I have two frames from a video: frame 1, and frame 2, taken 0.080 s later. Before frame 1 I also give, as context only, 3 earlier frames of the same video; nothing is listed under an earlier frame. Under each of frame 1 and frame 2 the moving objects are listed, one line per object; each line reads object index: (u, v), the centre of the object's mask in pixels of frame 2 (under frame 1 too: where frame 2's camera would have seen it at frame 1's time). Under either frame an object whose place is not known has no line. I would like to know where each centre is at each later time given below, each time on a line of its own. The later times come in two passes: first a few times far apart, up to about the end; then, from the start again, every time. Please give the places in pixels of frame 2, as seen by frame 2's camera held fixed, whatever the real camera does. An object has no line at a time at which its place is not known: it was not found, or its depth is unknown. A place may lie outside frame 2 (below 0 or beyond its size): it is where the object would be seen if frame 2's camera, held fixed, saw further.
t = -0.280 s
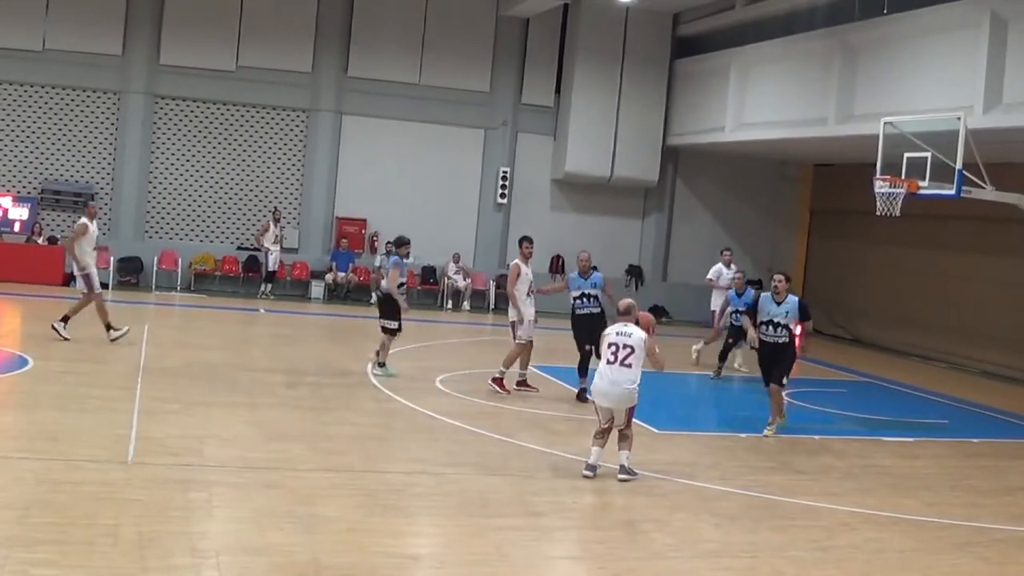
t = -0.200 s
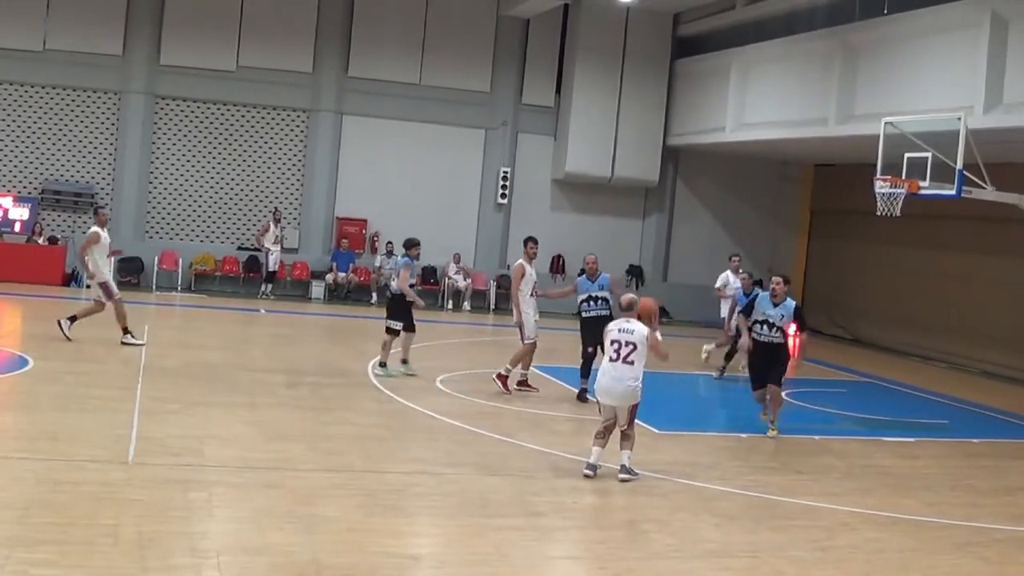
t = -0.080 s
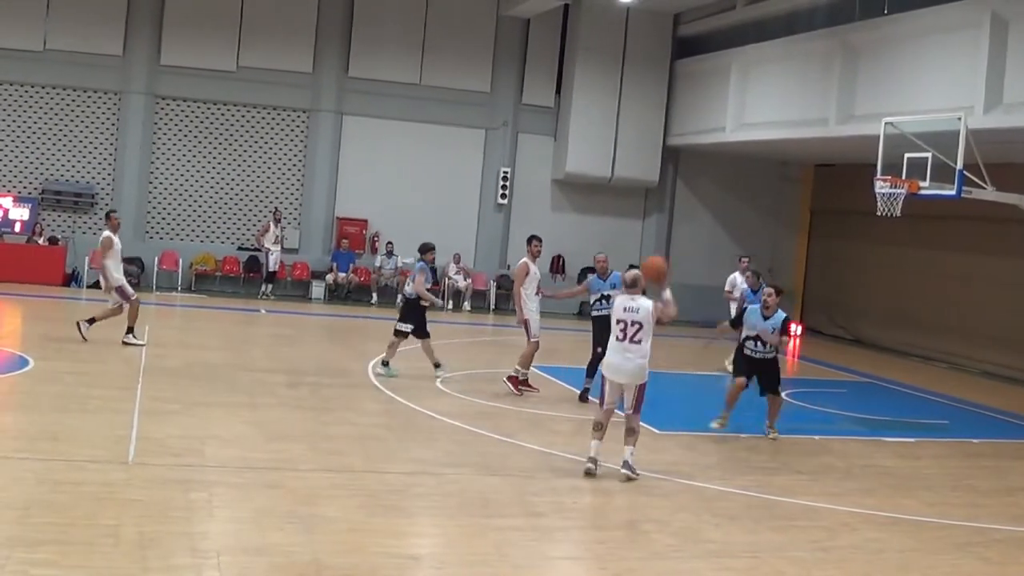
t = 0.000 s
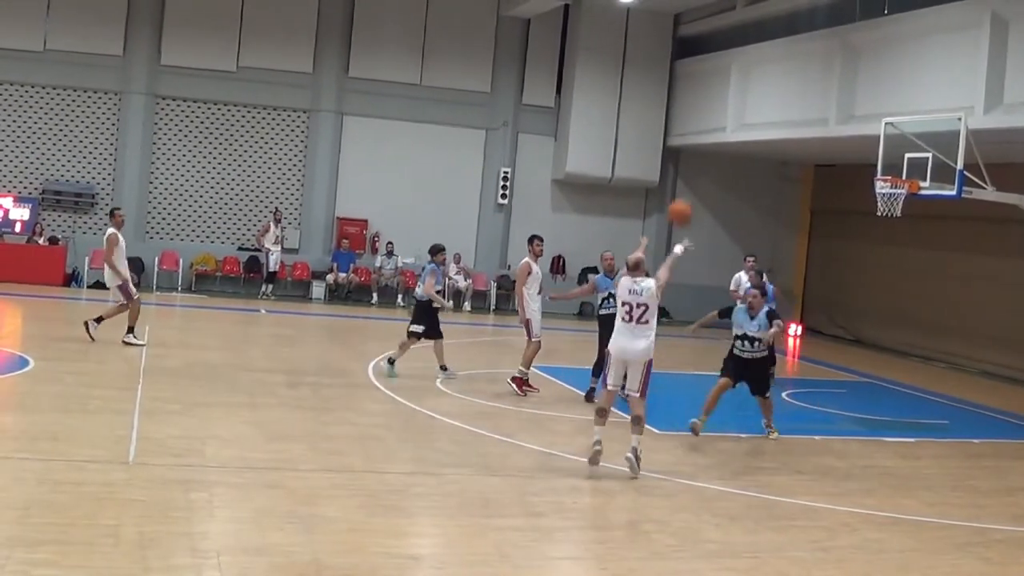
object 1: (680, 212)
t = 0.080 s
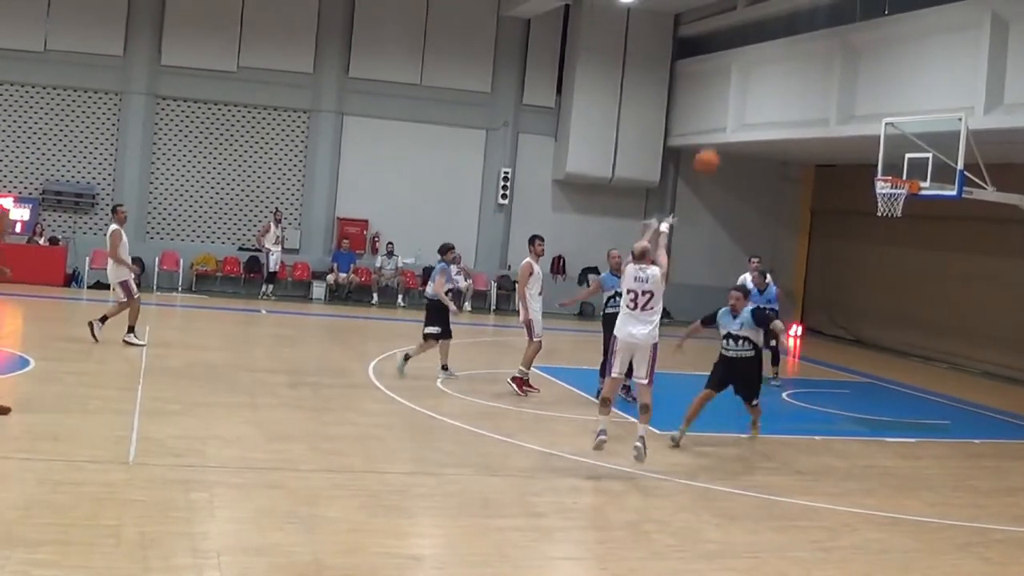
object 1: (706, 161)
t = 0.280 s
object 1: (762, 80)
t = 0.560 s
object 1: (817, 42)
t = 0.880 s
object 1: (858, 80)
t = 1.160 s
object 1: (883, 164)
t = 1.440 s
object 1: (864, 140)
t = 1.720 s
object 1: (818, 150)
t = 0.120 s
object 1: (719, 141)
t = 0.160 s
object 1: (731, 122)
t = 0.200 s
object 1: (742, 106)
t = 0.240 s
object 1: (753, 91)
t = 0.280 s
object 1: (762, 80)
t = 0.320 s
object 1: (772, 69)
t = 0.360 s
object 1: (781, 60)
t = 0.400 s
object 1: (788, 53)
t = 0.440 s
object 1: (796, 48)
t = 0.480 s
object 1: (803, 44)
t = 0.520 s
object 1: (809, 43)
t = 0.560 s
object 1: (817, 42)
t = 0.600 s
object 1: (823, 42)
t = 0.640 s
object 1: (828, 44)
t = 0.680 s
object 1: (834, 47)
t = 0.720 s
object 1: (839, 50)
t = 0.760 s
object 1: (845, 57)
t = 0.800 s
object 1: (849, 64)
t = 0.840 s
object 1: (854, 71)
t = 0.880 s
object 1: (858, 80)
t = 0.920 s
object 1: (862, 90)
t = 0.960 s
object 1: (867, 101)
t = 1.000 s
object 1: (870, 112)
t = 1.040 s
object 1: (873, 125)
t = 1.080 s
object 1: (877, 137)
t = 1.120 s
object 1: (880, 150)
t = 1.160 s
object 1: (883, 164)
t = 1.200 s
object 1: (885, 168)
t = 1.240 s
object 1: (884, 162)
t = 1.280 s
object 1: (885, 157)
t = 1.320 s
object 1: (884, 151)
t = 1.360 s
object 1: (878, 146)
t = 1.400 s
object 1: (871, 143)
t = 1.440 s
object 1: (864, 140)
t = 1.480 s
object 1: (859, 139)
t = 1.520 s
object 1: (853, 138)
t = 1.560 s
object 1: (846, 139)
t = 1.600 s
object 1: (839, 141)
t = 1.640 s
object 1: (830, 144)
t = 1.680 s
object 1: (824, 146)
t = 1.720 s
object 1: (818, 150)
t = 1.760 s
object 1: (810, 156)
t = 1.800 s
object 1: (803, 163)
